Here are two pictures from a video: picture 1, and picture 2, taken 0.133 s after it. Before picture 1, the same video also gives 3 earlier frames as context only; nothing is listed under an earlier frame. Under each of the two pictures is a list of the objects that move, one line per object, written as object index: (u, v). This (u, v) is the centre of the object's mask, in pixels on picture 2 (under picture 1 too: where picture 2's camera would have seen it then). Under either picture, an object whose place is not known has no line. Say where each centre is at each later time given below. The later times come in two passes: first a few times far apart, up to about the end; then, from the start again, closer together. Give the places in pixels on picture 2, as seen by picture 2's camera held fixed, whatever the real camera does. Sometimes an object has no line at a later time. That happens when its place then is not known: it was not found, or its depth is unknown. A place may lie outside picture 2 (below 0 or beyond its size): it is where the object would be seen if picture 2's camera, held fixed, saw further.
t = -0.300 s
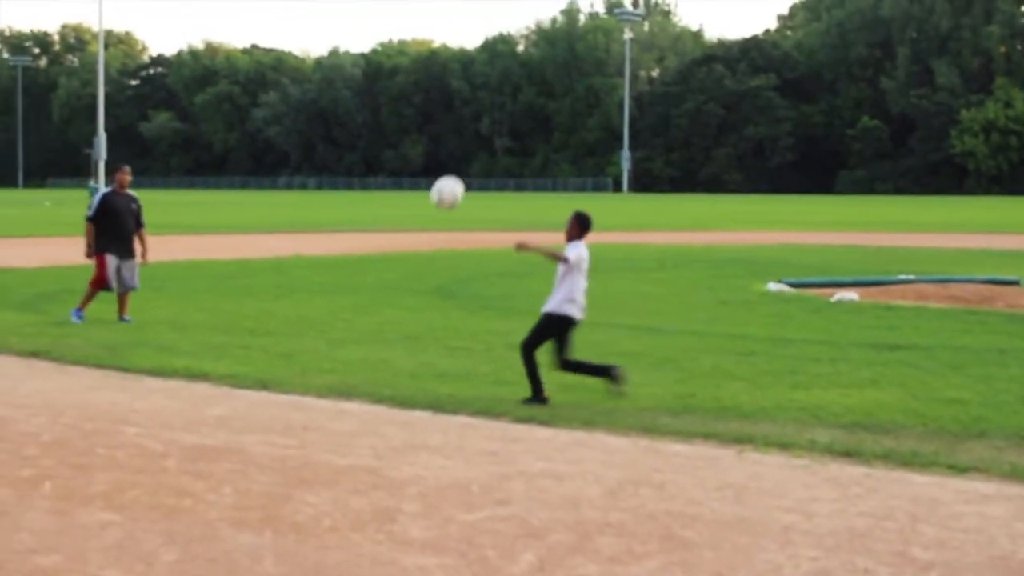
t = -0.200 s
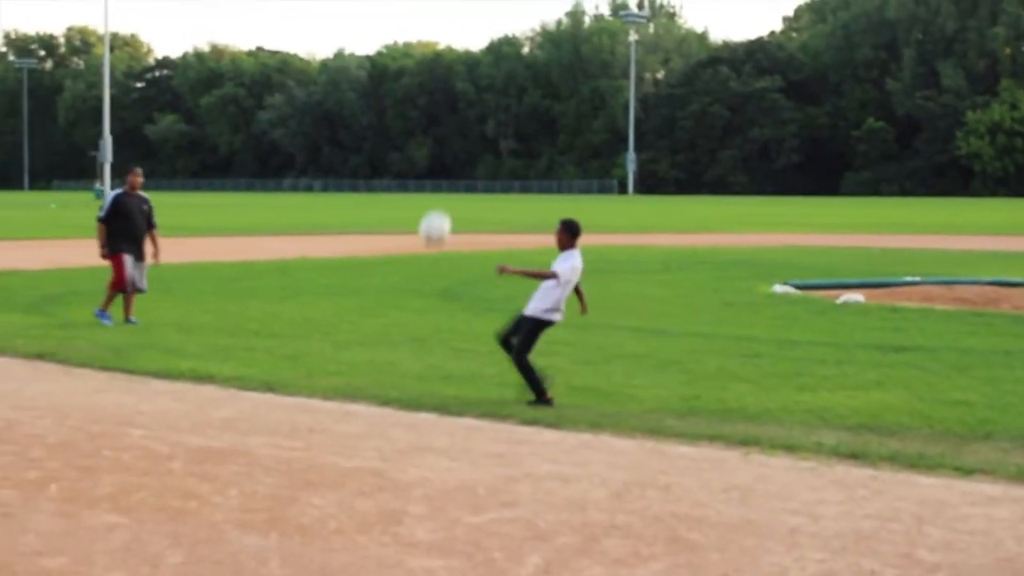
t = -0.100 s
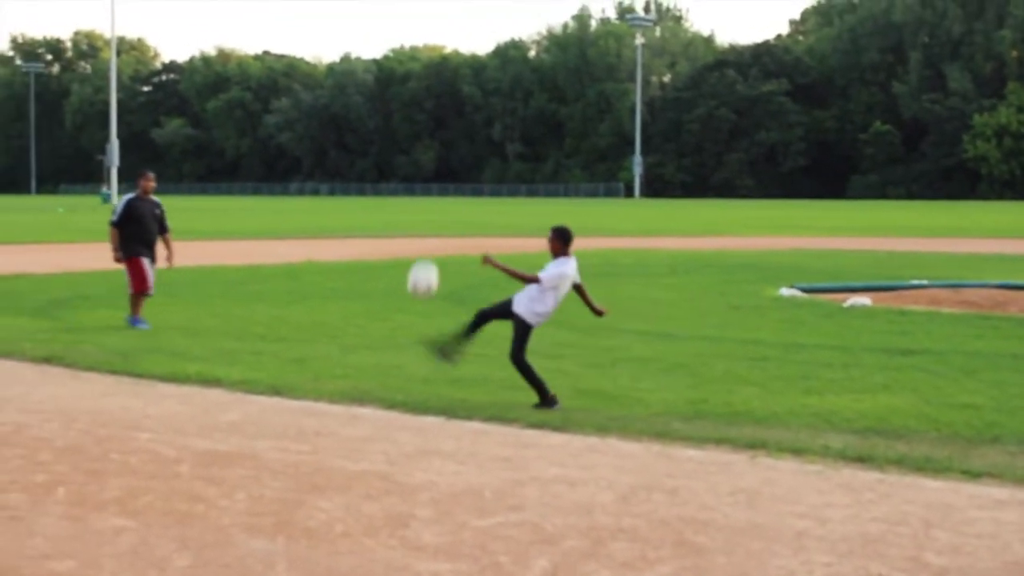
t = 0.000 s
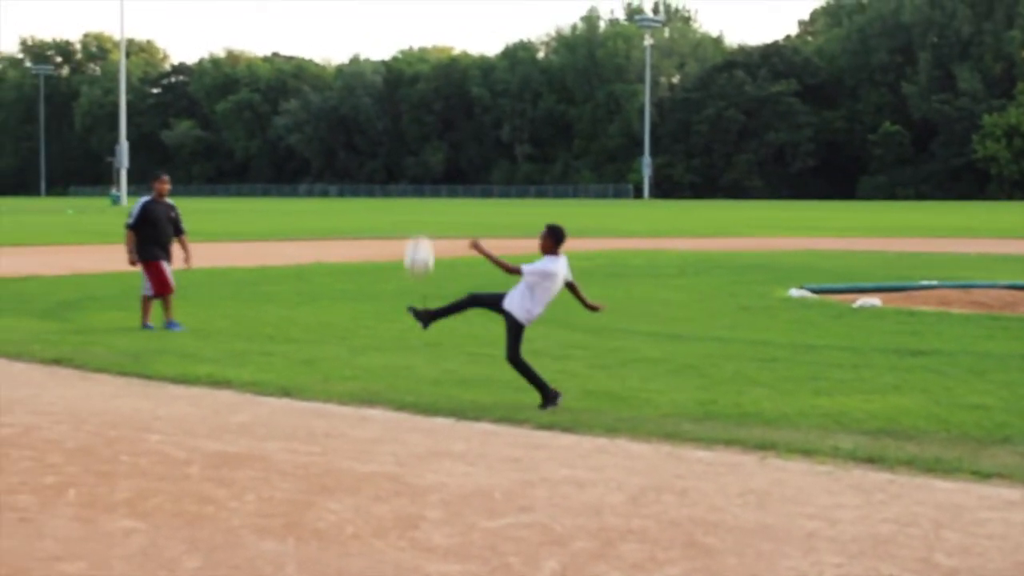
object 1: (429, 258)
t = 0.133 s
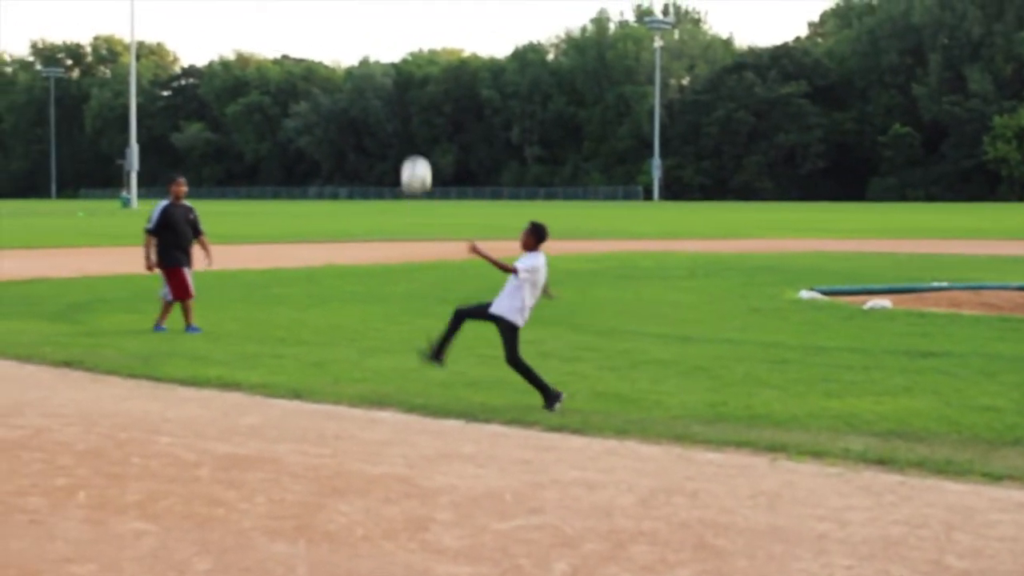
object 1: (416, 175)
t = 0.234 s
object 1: (407, 130)
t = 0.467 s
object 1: (386, 77)
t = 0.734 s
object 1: (364, 98)
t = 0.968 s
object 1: (347, 183)
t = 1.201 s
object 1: (330, 321)
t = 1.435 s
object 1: (330, 305)
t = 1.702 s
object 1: (334, 298)
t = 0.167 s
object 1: (413, 159)
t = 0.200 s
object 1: (410, 143)
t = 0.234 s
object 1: (407, 130)
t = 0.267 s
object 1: (404, 118)
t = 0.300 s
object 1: (401, 107)
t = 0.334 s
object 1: (398, 98)
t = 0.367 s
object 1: (394, 91)
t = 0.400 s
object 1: (391, 85)
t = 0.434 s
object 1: (388, 80)
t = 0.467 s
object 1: (386, 77)
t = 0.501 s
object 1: (383, 75)
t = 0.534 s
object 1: (380, 74)
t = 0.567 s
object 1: (377, 75)
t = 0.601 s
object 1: (375, 76)
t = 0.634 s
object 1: (372, 80)
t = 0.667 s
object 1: (369, 85)
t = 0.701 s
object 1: (367, 91)
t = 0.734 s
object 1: (364, 98)
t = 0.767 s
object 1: (362, 107)
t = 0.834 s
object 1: (357, 128)
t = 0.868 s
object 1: (354, 140)
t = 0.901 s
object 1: (352, 154)
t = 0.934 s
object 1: (349, 169)
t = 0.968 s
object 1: (347, 183)
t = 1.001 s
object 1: (345, 199)
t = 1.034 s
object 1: (343, 217)
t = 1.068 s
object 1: (340, 235)
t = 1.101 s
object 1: (338, 255)
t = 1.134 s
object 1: (335, 276)
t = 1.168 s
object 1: (332, 298)
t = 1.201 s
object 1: (330, 321)
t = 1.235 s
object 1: (328, 344)
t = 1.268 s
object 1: (327, 347)
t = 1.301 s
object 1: (328, 336)
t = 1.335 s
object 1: (328, 327)
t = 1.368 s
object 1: (329, 318)
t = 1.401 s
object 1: (330, 311)
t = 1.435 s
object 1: (330, 305)
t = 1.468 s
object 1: (330, 300)
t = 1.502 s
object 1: (331, 297)
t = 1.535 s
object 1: (332, 294)
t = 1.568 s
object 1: (332, 292)
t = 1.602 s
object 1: (332, 291)
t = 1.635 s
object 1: (333, 292)
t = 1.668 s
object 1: (333, 294)
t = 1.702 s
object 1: (334, 298)
